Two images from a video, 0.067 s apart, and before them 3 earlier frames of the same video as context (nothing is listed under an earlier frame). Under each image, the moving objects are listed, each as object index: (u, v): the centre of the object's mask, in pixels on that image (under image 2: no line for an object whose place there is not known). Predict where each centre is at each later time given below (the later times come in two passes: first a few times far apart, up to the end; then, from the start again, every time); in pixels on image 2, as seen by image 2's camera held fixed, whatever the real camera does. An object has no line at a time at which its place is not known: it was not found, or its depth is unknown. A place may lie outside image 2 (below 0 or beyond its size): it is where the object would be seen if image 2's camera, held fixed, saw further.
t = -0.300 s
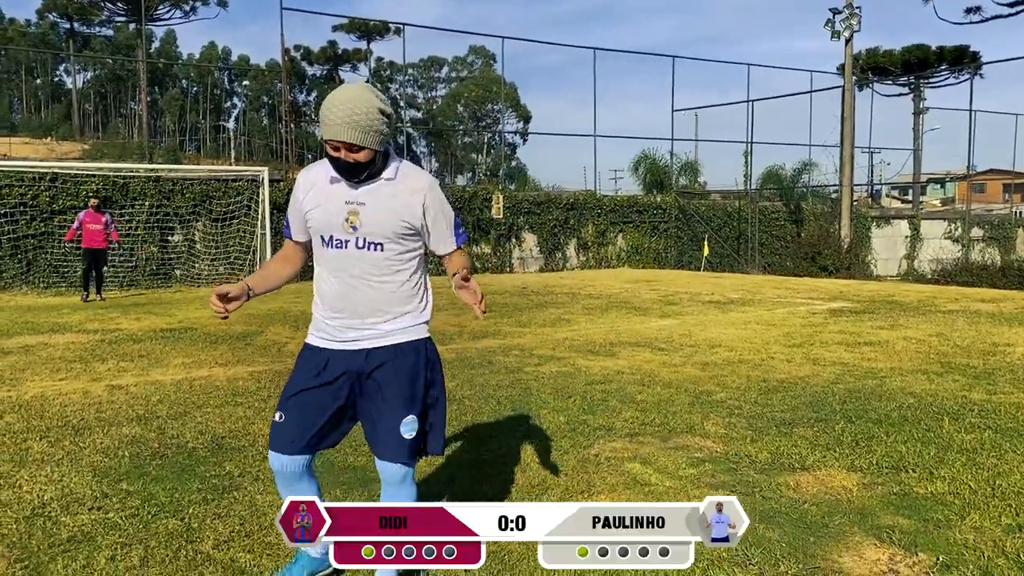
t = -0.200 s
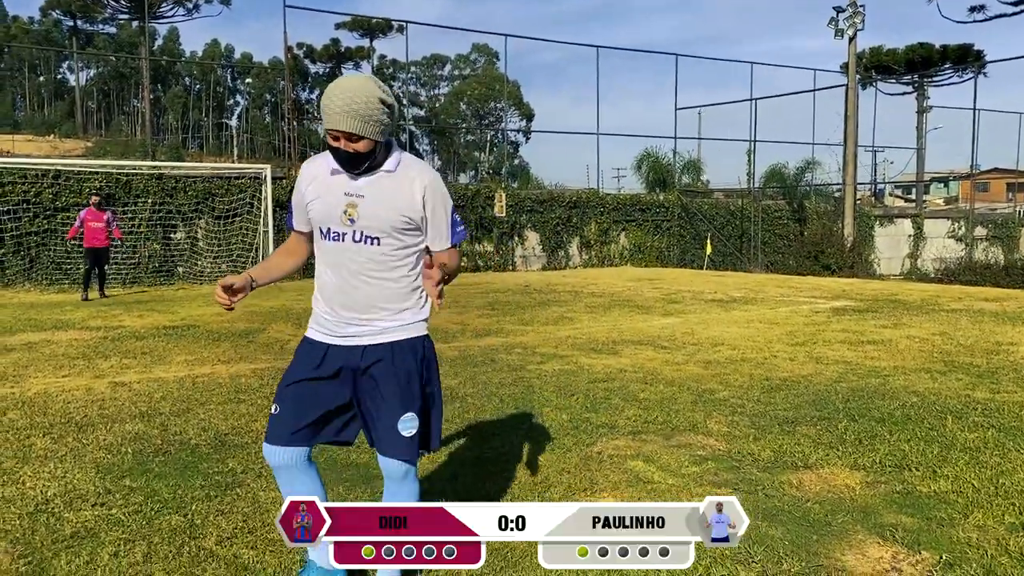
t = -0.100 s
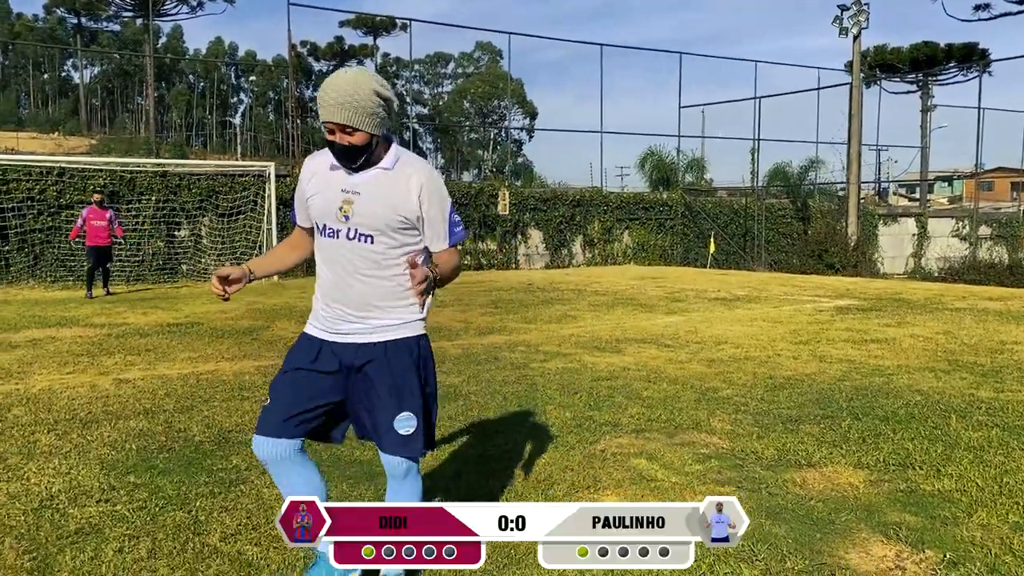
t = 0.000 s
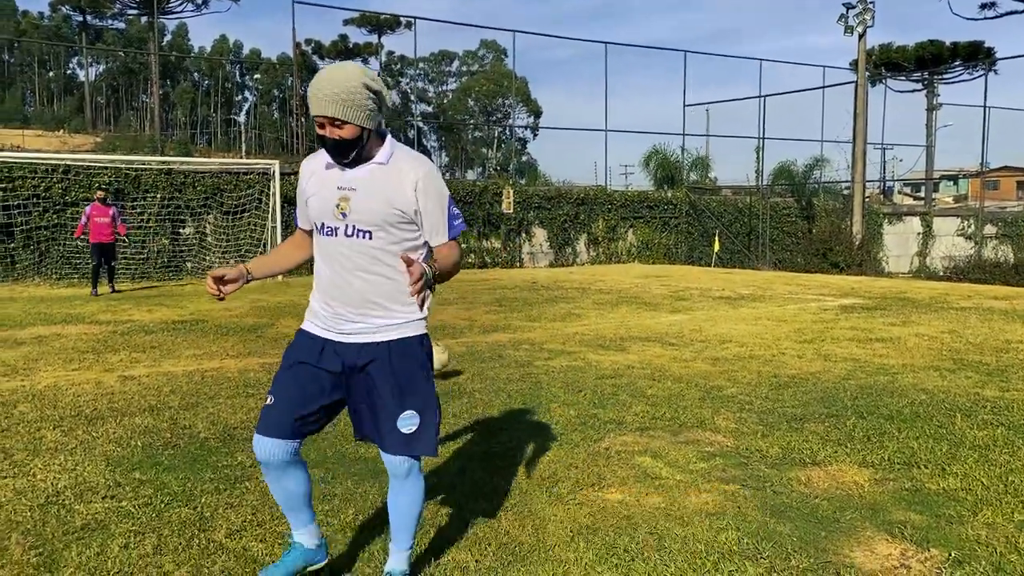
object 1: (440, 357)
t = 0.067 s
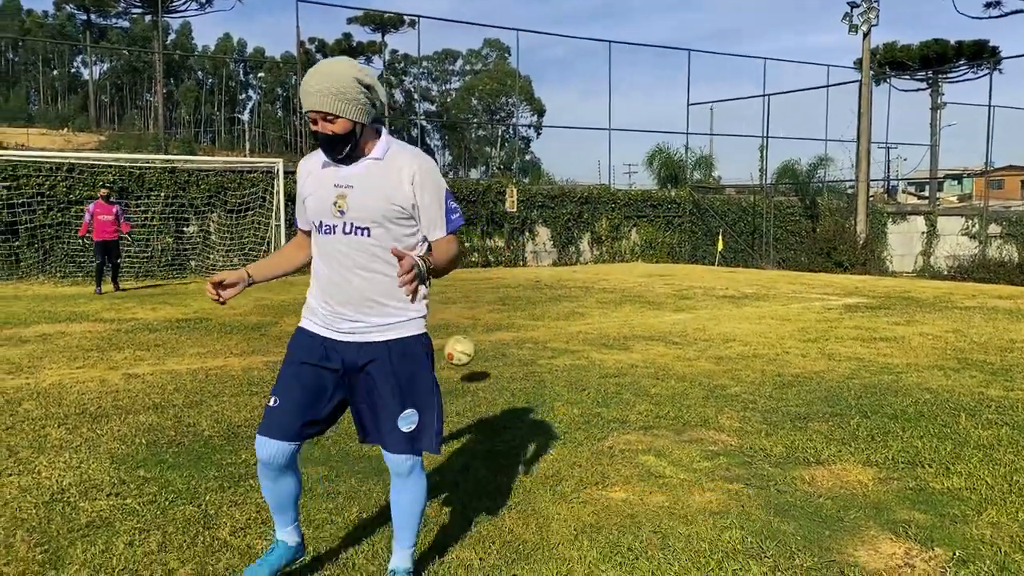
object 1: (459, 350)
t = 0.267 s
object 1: (534, 380)
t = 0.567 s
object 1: (684, 421)
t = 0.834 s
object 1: (874, 444)
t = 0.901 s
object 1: (909, 453)
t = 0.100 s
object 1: (471, 351)
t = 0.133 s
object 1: (482, 353)
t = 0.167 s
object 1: (493, 356)
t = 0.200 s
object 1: (507, 362)
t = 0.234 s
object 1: (519, 370)
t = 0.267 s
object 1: (534, 380)
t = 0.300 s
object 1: (547, 392)
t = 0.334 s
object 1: (563, 404)
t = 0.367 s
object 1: (578, 404)
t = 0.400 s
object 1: (593, 401)
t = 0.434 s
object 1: (609, 400)
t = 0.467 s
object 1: (627, 402)
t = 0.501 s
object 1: (646, 405)
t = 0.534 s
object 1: (664, 412)
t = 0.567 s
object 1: (684, 421)
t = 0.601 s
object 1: (705, 432)
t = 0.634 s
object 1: (728, 447)
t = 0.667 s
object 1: (751, 464)
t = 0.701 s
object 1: (772, 457)
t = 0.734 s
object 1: (796, 449)
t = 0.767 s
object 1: (820, 444)
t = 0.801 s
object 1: (846, 442)
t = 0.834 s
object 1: (874, 444)
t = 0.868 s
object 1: (898, 447)
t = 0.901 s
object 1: (909, 453)
